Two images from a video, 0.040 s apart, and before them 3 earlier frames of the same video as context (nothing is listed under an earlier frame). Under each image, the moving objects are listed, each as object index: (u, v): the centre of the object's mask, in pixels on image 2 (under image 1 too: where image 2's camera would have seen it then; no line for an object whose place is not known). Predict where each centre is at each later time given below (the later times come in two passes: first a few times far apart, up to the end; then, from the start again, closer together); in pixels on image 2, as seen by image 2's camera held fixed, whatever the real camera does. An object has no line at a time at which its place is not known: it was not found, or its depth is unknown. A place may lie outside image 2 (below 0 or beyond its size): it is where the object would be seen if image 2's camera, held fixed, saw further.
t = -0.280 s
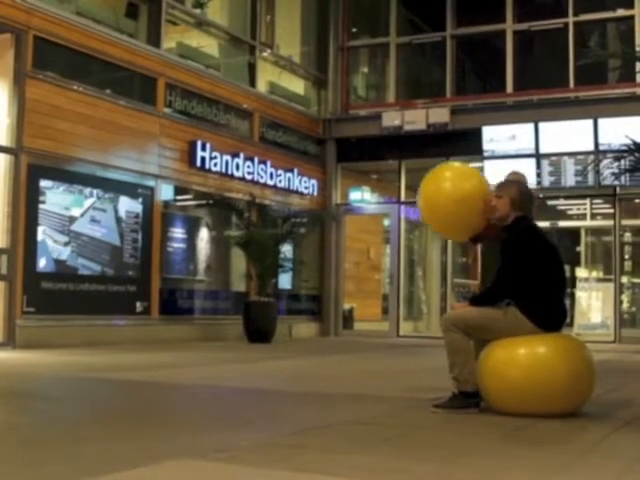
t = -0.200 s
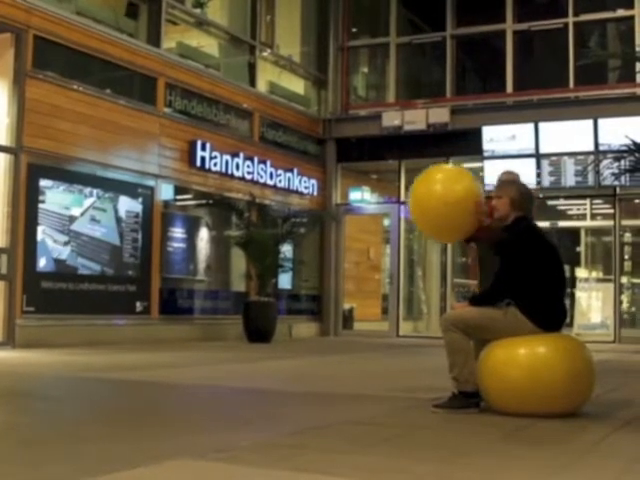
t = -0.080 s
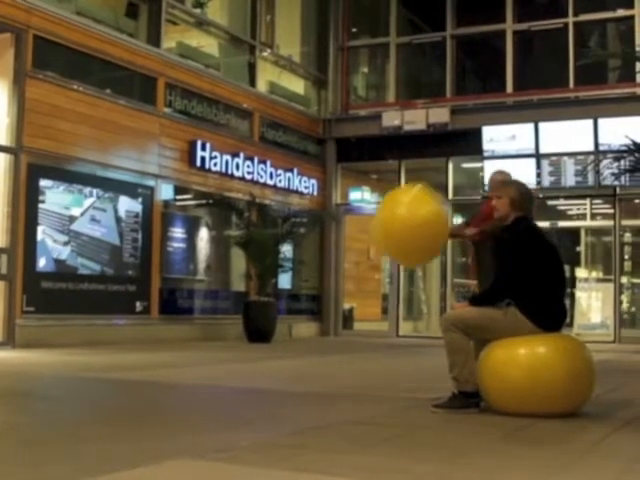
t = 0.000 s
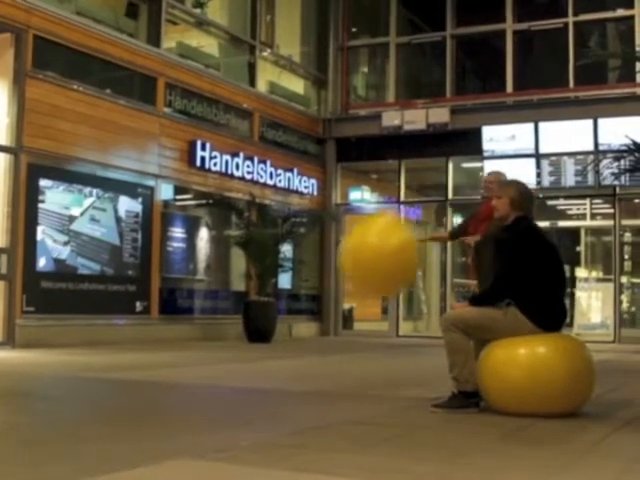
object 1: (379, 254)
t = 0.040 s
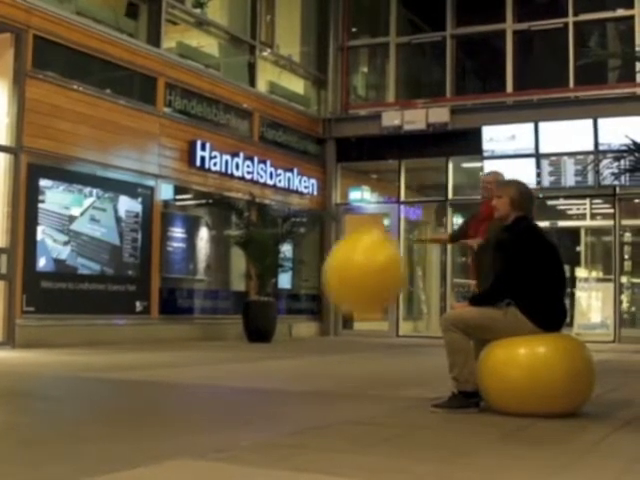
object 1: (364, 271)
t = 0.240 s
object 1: (295, 325)
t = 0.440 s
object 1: (250, 252)
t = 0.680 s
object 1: (193, 220)
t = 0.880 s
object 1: (141, 245)
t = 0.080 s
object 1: (348, 291)
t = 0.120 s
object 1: (332, 314)
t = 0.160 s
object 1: (315, 339)
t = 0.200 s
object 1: (305, 345)
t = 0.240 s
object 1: (295, 325)
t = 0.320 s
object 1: (277, 290)
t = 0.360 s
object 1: (268, 275)
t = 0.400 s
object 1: (259, 264)
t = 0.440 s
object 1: (250, 252)
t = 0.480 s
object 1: (239, 242)
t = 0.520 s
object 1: (231, 235)
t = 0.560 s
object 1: (223, 228)
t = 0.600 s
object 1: (213, 223)
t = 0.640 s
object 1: (203, 221)
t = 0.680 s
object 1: (193, 220)
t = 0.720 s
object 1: (184, 221)
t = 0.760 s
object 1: (174, 224)
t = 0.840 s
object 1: (152, 237)
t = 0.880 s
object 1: (141, 245)
